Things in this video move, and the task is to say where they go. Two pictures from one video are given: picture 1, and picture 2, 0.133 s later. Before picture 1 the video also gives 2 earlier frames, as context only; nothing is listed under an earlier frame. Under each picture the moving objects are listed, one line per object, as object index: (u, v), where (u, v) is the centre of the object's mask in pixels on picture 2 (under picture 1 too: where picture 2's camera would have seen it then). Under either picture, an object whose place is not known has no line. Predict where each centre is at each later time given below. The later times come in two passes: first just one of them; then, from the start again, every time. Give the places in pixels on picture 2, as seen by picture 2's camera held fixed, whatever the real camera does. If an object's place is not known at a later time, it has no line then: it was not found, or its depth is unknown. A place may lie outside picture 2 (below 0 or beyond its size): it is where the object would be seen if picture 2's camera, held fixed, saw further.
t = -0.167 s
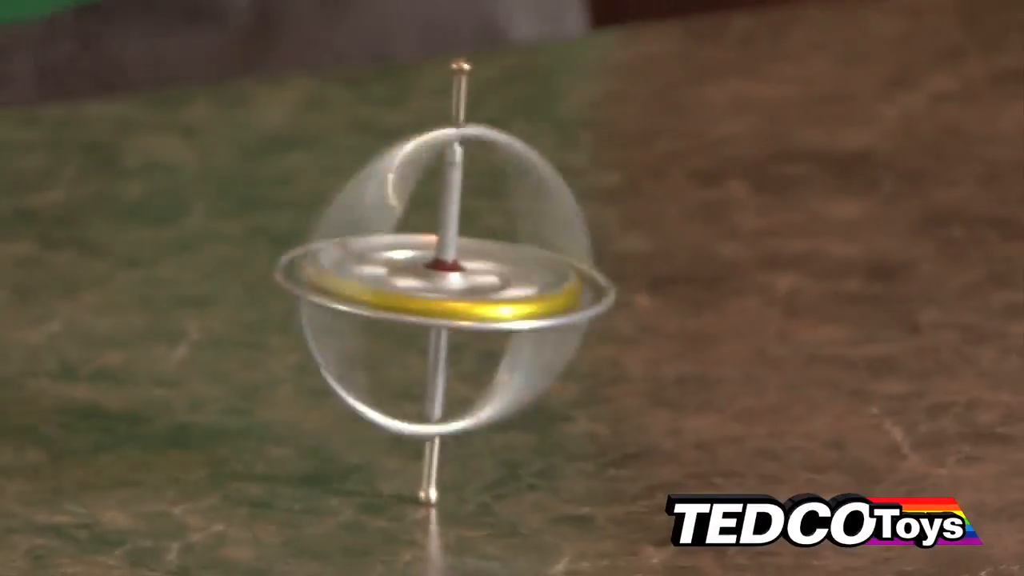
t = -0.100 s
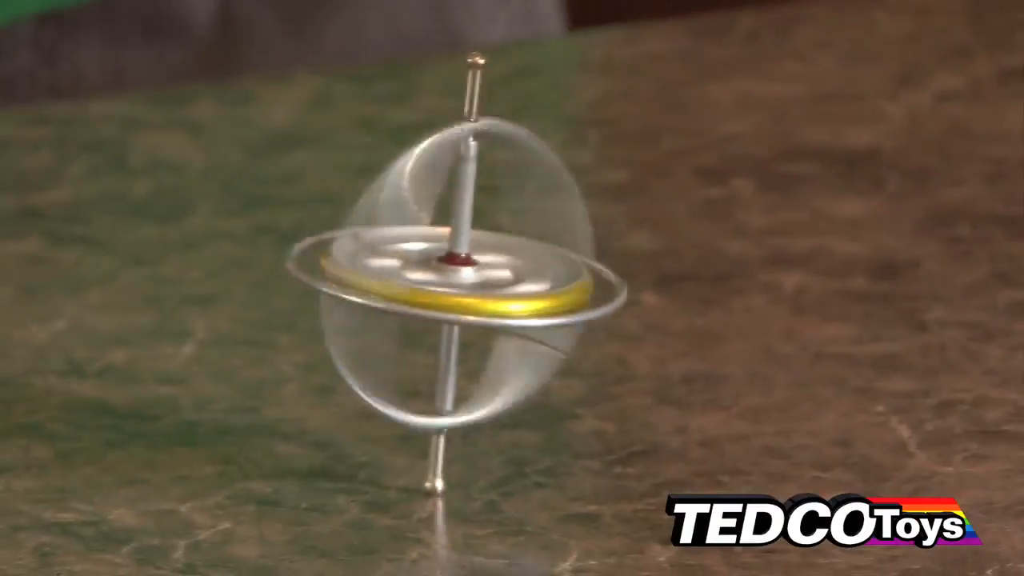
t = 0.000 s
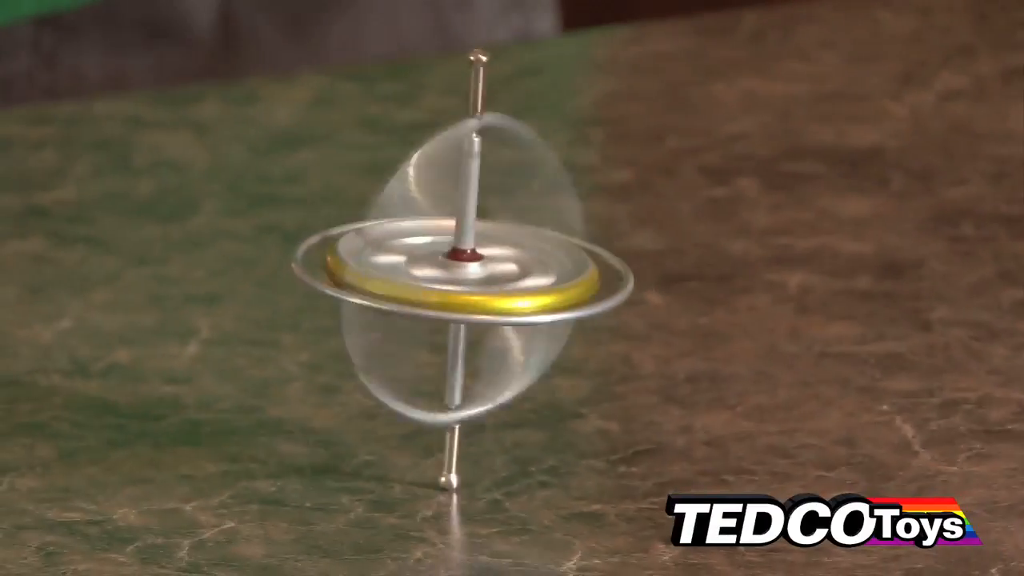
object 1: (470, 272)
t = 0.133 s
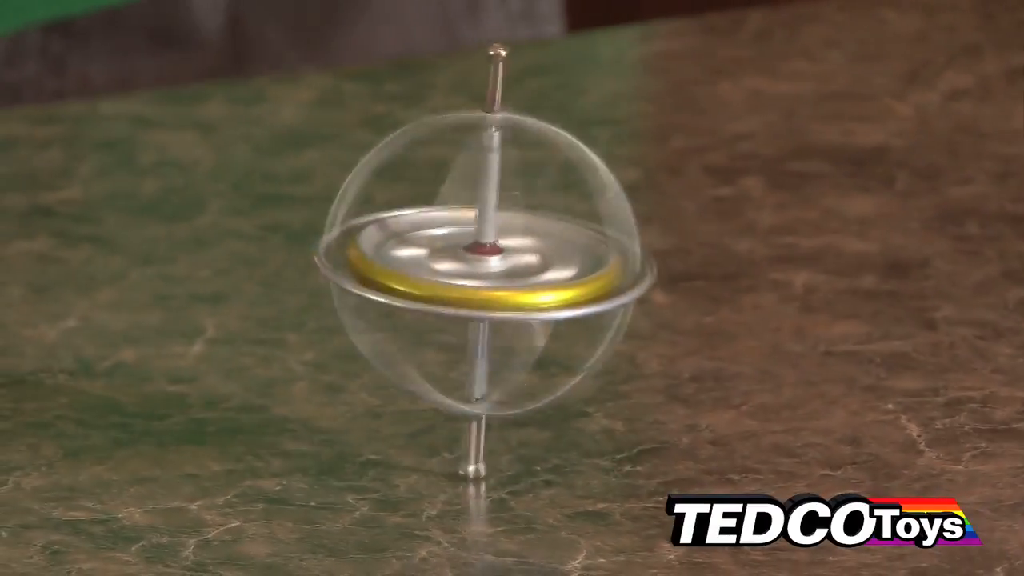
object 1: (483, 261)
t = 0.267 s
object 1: (507, 255)
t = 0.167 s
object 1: (487, 261)
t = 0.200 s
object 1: (491, 257)
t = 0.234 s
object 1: (503, 256)
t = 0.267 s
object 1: (507, 255)
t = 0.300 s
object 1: (510, 255)
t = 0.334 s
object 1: (509, 240)
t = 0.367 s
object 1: (520, 254)
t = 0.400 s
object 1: (522, 235)
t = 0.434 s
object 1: (538, 252)
